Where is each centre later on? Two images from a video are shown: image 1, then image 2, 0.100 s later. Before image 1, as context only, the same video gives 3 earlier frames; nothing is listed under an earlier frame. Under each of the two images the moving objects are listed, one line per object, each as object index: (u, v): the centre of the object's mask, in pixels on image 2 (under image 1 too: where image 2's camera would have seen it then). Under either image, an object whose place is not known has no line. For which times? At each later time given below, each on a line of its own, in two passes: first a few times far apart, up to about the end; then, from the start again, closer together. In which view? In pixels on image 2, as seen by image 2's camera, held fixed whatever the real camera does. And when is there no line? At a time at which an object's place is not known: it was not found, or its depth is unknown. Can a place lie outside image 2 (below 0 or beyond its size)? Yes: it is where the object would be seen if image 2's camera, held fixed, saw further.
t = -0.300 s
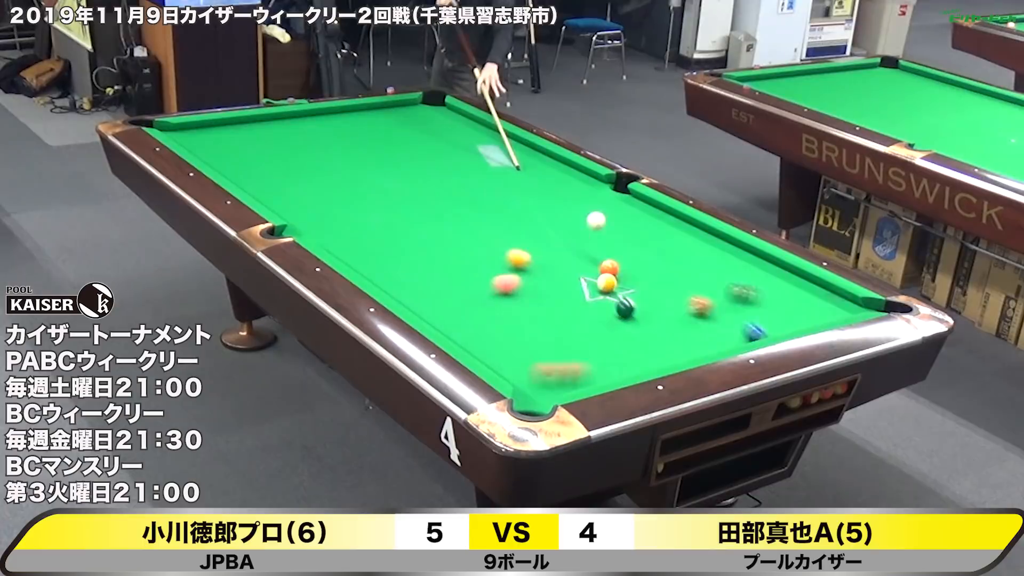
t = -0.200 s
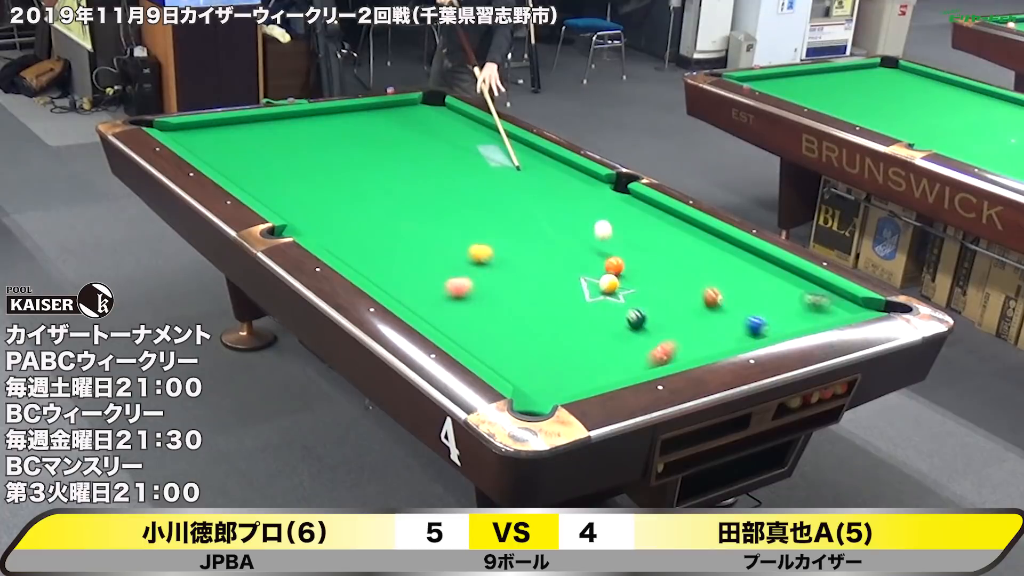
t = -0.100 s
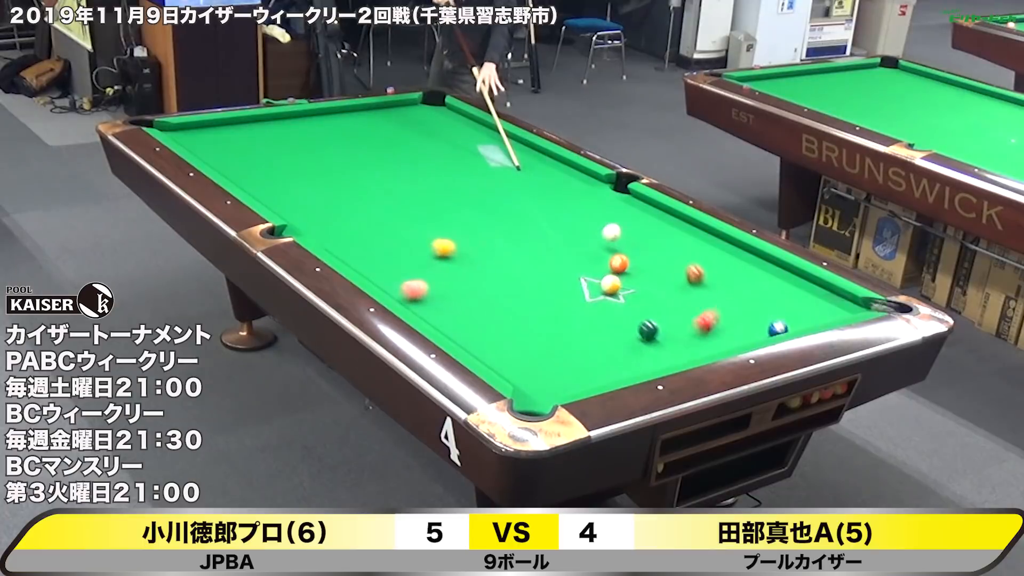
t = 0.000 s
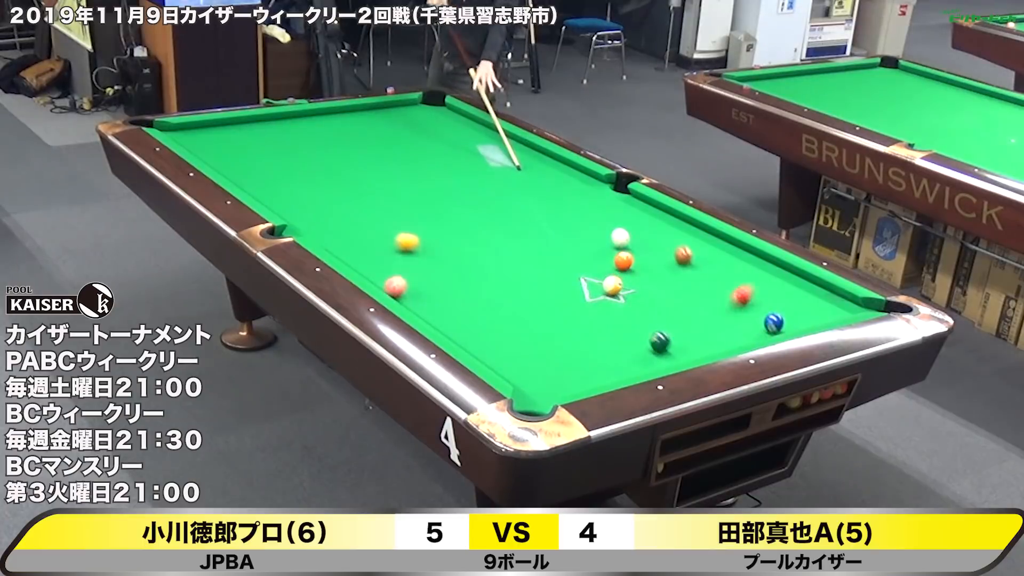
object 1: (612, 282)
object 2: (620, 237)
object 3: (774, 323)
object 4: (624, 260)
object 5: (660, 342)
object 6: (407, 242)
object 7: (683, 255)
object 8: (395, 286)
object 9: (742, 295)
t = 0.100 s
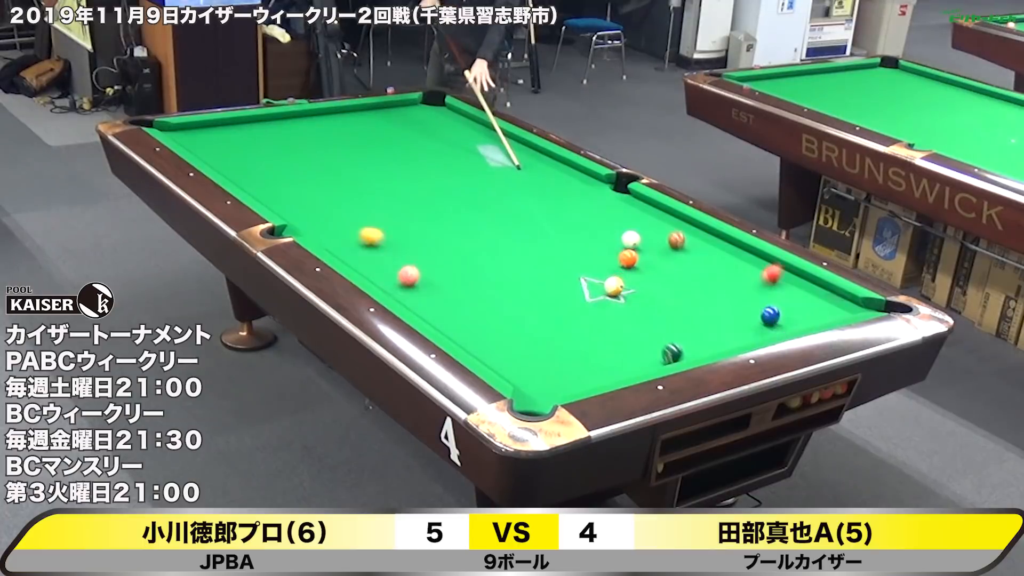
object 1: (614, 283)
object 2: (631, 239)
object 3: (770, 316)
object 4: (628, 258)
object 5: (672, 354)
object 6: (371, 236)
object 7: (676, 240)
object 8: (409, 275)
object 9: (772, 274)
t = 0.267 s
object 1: (616, 284)
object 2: (649, 241)
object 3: (765, 304)
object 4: (635, 254)
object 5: (661, 354)
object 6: (313, 227)
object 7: (668, 217)
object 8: (427, 259)
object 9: (712, 258)
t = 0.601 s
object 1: (619, 286)
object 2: (694, 241)
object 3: (755, 283)
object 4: (582, 252)
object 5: (617, 337)
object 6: (304, 202)
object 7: (607, 197)
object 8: (460, 231)
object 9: (607, 230)
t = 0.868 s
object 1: (620, 286)
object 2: (726, 240)
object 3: (748, 267)
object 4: (522, 254)
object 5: (585, 325)
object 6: (310, 184)
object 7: (555, 185)
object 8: (483, 211)
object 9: (547, 210)
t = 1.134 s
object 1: (620, 287)
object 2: (710, 243)
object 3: (741, 254)
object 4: (463, 255)
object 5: (555, 314)
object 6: (315, 167)
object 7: (506, 173)
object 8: (481, 193)
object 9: (513, 190)
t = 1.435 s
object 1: (620, 287)
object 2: (694, 246)
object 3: (730, 243)
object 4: (398, 257)
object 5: (525, 302)
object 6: (320, 150)
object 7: (456, 161)
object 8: (451, 177)
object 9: (507, 170)
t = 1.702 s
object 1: (620, 287)
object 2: (681, 249)
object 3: (712, 237)
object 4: (346, 256)
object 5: (501, 293)
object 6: (324, 137)
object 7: (414, 151)
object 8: (426, 163)
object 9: (502, 154)
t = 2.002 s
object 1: (620, 287)
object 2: (669, 252)
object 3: (692, 233)
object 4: (368, 247)
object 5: (477, 283)
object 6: (328, 124)
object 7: (370, 140)
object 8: (402, 149)
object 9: (498, 138)
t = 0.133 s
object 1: (614, 283)
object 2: (634, 239)
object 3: (769, 313)
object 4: (629, 257)
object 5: (676, 355)
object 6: (359, 234)
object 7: (675, 235)
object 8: (413, 272)
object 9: (781, 268)
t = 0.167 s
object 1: (615, 284)
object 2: (638, 240)
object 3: (768, 311)
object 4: (631, 256)
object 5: (676, 356)
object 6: (347, 232)
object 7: (673, 231)
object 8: (417, 269)
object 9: (771, 264)
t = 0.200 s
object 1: (615, 284)
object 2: (642, 240)
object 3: (767, 308)
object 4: (632, 255)
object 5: (671, 355)
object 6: (336, 231)
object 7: (671, 226)
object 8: (420, 266)
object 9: (751, 262)
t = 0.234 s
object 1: (616, 284)
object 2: (645, 241)
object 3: (766, 306)
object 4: (634, 255)
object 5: (666, 355)
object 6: (324, 229)
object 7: (670, 221)
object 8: (424, 262)
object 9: (730, 260)
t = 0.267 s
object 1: (616, 284)
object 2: (649, 241)
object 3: (765, 304)
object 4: (635, 254)
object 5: (661, 354)
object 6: (313, 227)
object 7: (668, 217)
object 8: (427, 259)
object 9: (712, 258)
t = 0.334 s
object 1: (617, 285)
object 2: (656, 242)
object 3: (762, 299)
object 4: (638, 252)
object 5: (652, 350)
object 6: (296, 223)
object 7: (663, 210)
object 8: (434, 253)
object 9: (677, 253)
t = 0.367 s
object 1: (617, 285)
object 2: (659, 240)
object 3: (761, 297)
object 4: (640, 252)
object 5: (648, 348)
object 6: (298, 220)
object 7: (656, 208)
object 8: (438, 250)
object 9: (662, 251)
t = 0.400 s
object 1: (618, 285)
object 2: (664, 242)
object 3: (760, 295)
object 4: (633, 251)
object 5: (643, 347)
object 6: (299, 218)
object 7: (649, 207)
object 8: (441, 247)
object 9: (652, 248)
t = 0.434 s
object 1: (618, 285)
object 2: (669, 242)
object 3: (759, 293)
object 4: (623, 251)
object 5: (638, 345)
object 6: (300, 215)
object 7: (640, 205)
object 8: (444, 244)
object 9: (646, 244)
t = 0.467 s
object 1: (618, 285)
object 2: (674, 242)
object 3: (758, 290)
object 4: (613, 252)
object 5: (634, 344)
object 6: (301, 212)
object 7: (634, 203)
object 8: (448, 241)
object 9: (639, 241)
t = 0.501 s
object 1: (618, 285)
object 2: (679, 242)
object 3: (757, 288)
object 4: (605, 252)
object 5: (630, 342)
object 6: (302, 210)
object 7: (627, 202)
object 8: (451, 239)
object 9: (631, 239)
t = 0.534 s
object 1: (618, 286)
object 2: (684, 242)
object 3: (756, 286)
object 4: (596, 252)
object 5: (626, 340)
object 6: (303, 207)
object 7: (620, 200)
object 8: (454, 236)
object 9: (623, 236)
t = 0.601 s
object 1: (619, 286)
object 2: (694, 241)
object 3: (755, 283)
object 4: (582, 252)
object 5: (617, 337)
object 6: (304, 202)
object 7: (607, 197)
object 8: (460, 231)
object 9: (607, 230)
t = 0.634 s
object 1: (619, 286)
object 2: (699, 241)
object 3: (754, 280)
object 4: (574, 252)
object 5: (613, 336)
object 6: (305, 200)
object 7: (600, 195)
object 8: (463, 228)
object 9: (599, 228)
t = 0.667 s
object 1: (619, 286)
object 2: (703, 241)
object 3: (753, 279)
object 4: (567, 253)
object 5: (609, 334)
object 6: (306, 197)
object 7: (593, 194)
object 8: (466, 225)
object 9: (591, 225)
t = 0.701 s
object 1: (619, 286)
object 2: (708, 241)
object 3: (752, 277)
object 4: (559, 253)
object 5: (605, 332)
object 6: (306, 195)
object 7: (587, 192)
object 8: (469, 223)
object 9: (584, 223)
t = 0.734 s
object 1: (620, 286)
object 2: (714, 241)
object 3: (751, 275)
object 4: (552, 253)
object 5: (601, 330)
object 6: (307, 193)
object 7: (581, 190)
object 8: (472, 220)
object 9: (576, 220)
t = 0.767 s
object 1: (620, 286)
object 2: (718, 240)
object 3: (750, 273)
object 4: (544, 253)
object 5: (596, 329)
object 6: (308, 190)
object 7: (574, 189)
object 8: (474, 218)
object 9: (568, 217)
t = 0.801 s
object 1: (620, 286)
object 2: (723, 240)
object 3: (749, 271)
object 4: (537, 253)
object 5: (592, 328)
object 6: (308, 188)
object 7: (568, 187)
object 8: (477, 215)
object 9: (561, 215)
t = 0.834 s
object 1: (620, 286)
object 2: (727, 240)
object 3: (748, 269)
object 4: (529, 253)
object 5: (588, 326)
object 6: (309, 186)
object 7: (561, 186)
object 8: (480, 213)
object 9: (554, 212)
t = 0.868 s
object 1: (620, 286)
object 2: (726, 240)
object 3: (748, 267)
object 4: (522, 254)
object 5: (585, 325)
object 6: (310, 184)
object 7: (555, 185)
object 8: (483, 211)
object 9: (547, 210)
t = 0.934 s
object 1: (620, 287)
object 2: (722, 241)
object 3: (746, 264)
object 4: (507, 254)
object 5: (577, 322)
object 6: (311, 179)
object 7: (543, 182)
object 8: (488, 206)
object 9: (532, 205)
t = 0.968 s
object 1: (620, 287)
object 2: (720, 241)
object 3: (745, 262)
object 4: (500, 254)
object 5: (574, 320)
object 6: (312, 177)
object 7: (536, 180)
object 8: (491, 203)
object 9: (525, 203)
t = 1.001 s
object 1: (620, 287)
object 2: (718, 242)
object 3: (744, 261)
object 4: (492, 254)
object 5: (570, 319)
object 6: (312, 175)
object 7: (531, 179)
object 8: (493, 201)
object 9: (518, 200)
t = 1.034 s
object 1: (621, 287)
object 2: (716, 242)
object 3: (743, 259)
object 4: (485, 254)
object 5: (566, 318)
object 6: (313, 173)
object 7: (524, 177)
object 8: (495, 199)
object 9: (512, 198)
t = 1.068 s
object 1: (620, 287)
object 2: (714, 243)
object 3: (743, 257)
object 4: (478, 255)
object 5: (563, 316)
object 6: (314, 171)
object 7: (519, 176)
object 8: (491, 197)
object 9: (513, 195)
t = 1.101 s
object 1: (620, 287)
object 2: (712, 243)
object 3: (742, 256)
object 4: (470, 255)
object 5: (559, 315)
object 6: (314, 169)
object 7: (512, 174)
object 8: (486, 195)
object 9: (513, 193)
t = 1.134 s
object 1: (620, 287)
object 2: (710, 243)
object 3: (741, 254)
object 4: (463, 255)
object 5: (555, 314)
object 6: (315, 167)
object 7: (506, 173)
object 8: (481, 193)
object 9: (513, 190)
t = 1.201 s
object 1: (620, 287)
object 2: (707, 244)
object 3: (740, 251)
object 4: (449, 255)
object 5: (549, 311)
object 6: (316, 163)
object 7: (495, 170)
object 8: (475, 189)
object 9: (512, 186)
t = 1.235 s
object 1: (620, 287)
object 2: (705, 244)
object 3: (739, 249)
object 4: (441, 255)
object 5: (545, 309)
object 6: (317, 161)
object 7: (489, 169)
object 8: (471, 187)
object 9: (511, 183)
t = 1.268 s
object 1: (620, 287)
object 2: (703, 244)
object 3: (738, 248)
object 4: (434, 255)
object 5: (541, 308)
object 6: (317, 160)
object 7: (484, 168)
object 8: (467, 186)
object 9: (510, 181)
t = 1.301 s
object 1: (620, 287)
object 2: (701, 245)
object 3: (737, 247)
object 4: (427, 256)
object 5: (538, 307)
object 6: (318, 158)
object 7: (478, 166)
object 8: (464, 184)
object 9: (510, 179)
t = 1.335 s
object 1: (620, 287)
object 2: (700, 245)
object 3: (737, 246)
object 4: (420, 256)
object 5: (534, 306)
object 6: (318, 156)
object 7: (473, 165)
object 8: (460, 182)
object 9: (509, 177)
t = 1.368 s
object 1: (620, 287)
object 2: (698, 245)
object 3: (736, 244)
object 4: (412, 256)
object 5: (532, 305)
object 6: (319, 154)
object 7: (467, 164)
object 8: (457, 180)
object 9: (509, 175)
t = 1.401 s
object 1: (620, 287)
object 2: (696, 246)
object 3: (733, 243)
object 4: (405, 256)
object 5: (528, 304)
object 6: (320, 152)
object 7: (461, 162)
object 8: (454, 178)
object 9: (508, 172)
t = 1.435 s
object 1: (620, 287)
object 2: (694, 246)
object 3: (730, 243)
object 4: (398, 257)
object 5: (525, 302)
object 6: (320, 150)
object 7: (456, 161)
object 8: (451, 177)
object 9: (507, 170)
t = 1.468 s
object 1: (620, 287)
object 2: (692, 246)
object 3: (729, 242)
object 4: (390, 257)
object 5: (522, 301)
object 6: (321, 149)
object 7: (451, 160)
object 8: (447, 175)
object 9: (507, 168)
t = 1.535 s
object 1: (620, 287)
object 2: (689, 247)
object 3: (723, 241)
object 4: (376, 257)
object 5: (516, 299)
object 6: (321, 145)
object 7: (440, 156)
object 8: (441, 172)
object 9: (506, 164)
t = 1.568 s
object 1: (620, 287)
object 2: (688, 247)
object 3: (721, 240)
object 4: (369, 257)
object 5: (513, 298)
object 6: (322, 143)
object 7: (434, 155)
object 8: (438, 170)
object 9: (505, 162)
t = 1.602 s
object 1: (620, 287)
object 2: (686, 248)
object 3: (718, 239)
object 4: (362, 257)
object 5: (510, 297)
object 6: (323, 142)
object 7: (429, 155)
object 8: (435, 168)
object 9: (504, 160)
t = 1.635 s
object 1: (620, 287)
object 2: (684, 248)
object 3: (716, 239)
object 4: (355, 258)
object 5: (507, 296)
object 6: (323, 140)
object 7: (424, 153)
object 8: (432, 166)
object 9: (504, 158)
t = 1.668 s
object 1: (620, 287)
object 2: (683, 248)
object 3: (714, 238)
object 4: (348, 256)
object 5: (504, 294)
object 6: (324, 139)
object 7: (419, 152)
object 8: (429, 165)
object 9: (503, 156)
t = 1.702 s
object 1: (620, 287)
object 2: (681, 249)
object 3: (712, 237)
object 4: (346, 256)
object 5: (501, 293)
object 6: (324, 137)
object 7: (414, 151)
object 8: (426, 163)
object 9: (502, 154)
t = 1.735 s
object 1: (620, 287)
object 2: (680, 249)
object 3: (709, 237)
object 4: (348, 256)
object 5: (498, 292)
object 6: (324, 136)
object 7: (409, 149)
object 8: (423, 162)
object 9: (502, 152)
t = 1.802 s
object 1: (620, 287)
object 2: (677, 250)
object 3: (705, 236)
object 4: (353, 254)
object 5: (493, 290)
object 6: (326, 133)
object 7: (399, 147)
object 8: (418, 158)
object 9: (501, 148)
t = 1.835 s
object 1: (620, 287)
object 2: (676, 250)
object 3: (702, 235)
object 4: (356, 253)
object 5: (490, 289)
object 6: (326, 131)
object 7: (394, 147)
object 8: (415, 157)
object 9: (500, 147)
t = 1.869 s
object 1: (620, 287)
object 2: (674, 250)
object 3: (700, 235)
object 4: (358, 251)
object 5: (487, 288)
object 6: (326, 129)
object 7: (389, 145)
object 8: (412, 155)
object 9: (500, 145)
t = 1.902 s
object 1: (620, 287)
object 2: (673, 251)
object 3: (698, 234)
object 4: (361, 250)
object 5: (485, 287)
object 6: (327, 128)
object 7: (385, 144)
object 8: (410, 154)
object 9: (500, 143)
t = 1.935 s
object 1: (620, 287)
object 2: (671, 251)
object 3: (696, 234)
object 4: (363, 249)
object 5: (482, 286)
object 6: (327, 126)
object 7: (379, 143)
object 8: (407, 152)
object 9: (499, 141)
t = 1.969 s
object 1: (620, 287)
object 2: (670, 251)
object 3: (694, 233)
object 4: (366, 248)
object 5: (480, 285)
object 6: (328, 125)
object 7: (375, 142)
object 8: (404, 151)
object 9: (499, 140)
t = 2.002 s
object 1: (620, 287)
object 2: (669, 252)
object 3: (692, 233)
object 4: (368, 247)
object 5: (477, 283)
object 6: (328, 124)
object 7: (370, 140)
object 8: (402, 149)
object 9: (498, 138)
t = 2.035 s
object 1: (620, 287)
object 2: (667, 252)
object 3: (690, 232)
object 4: (371, 246)
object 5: (475, 282)
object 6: (329, 122)
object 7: (365, 140)
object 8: (399, 148)
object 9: (498, 136)
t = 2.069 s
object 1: (620, 287)
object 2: (666, 252)
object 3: (688, 232)
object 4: (373, 245)
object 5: (472, 282)
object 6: (329, 121)
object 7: (361, 139)
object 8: (396, 146)
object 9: (497, 135)
